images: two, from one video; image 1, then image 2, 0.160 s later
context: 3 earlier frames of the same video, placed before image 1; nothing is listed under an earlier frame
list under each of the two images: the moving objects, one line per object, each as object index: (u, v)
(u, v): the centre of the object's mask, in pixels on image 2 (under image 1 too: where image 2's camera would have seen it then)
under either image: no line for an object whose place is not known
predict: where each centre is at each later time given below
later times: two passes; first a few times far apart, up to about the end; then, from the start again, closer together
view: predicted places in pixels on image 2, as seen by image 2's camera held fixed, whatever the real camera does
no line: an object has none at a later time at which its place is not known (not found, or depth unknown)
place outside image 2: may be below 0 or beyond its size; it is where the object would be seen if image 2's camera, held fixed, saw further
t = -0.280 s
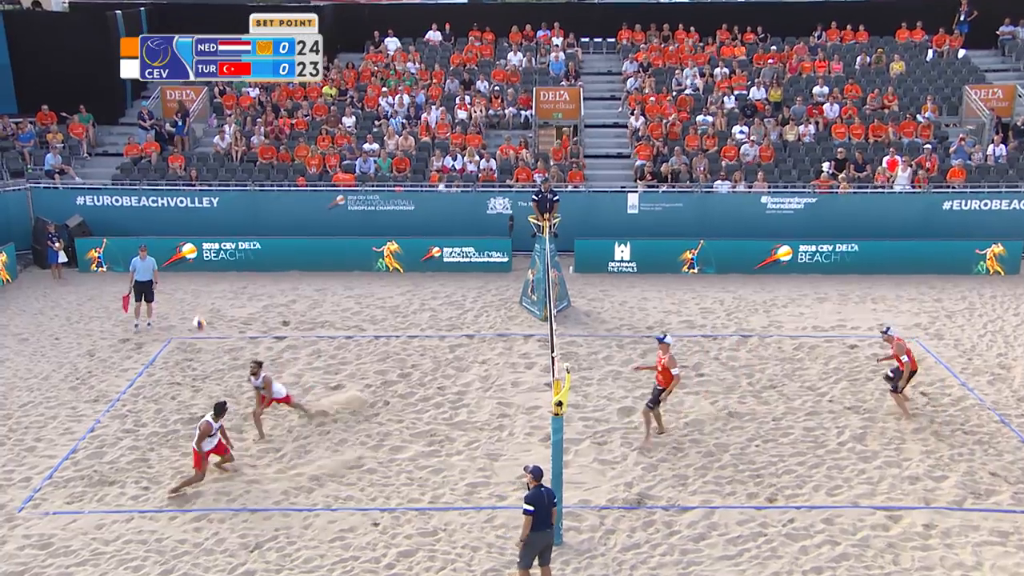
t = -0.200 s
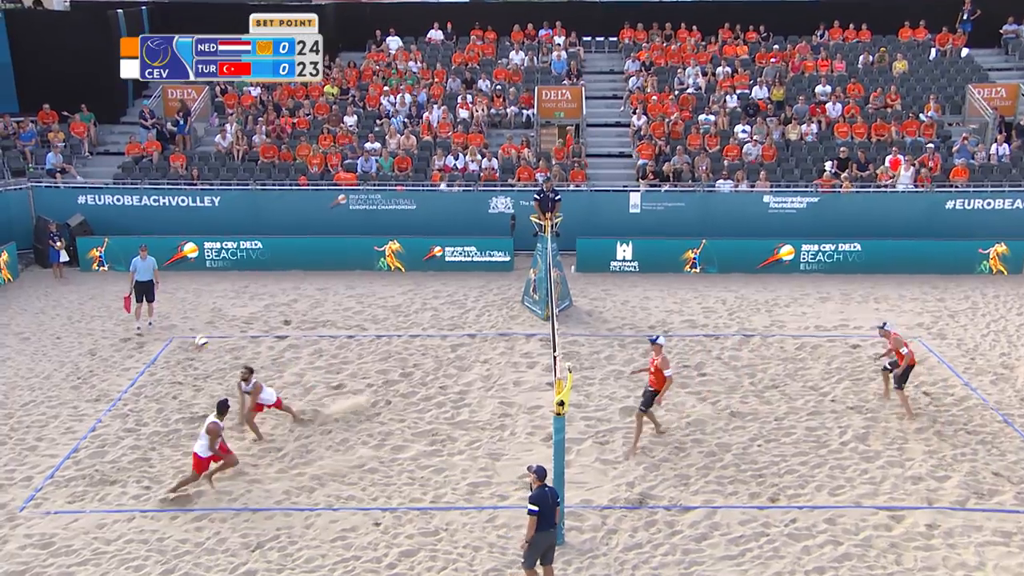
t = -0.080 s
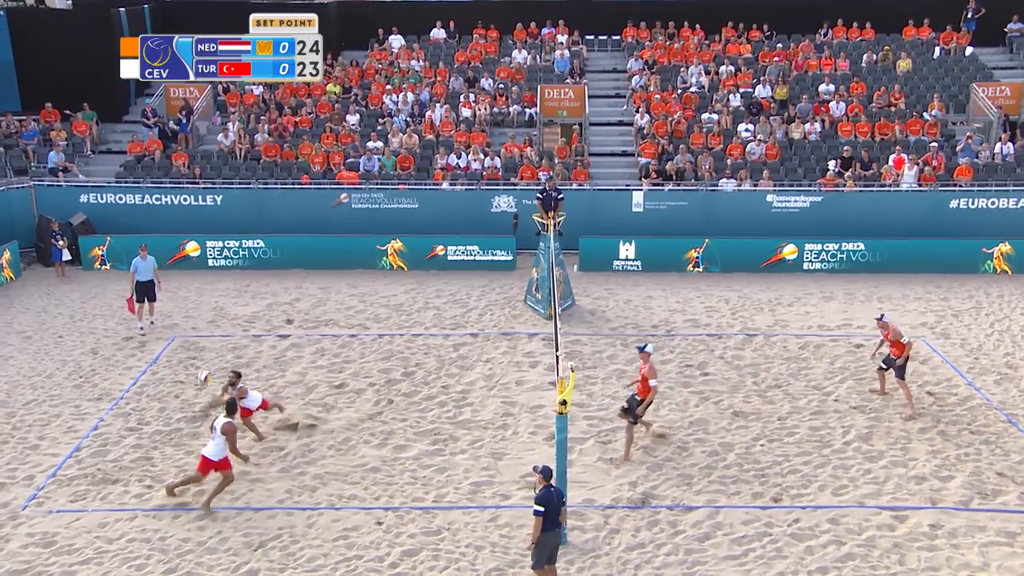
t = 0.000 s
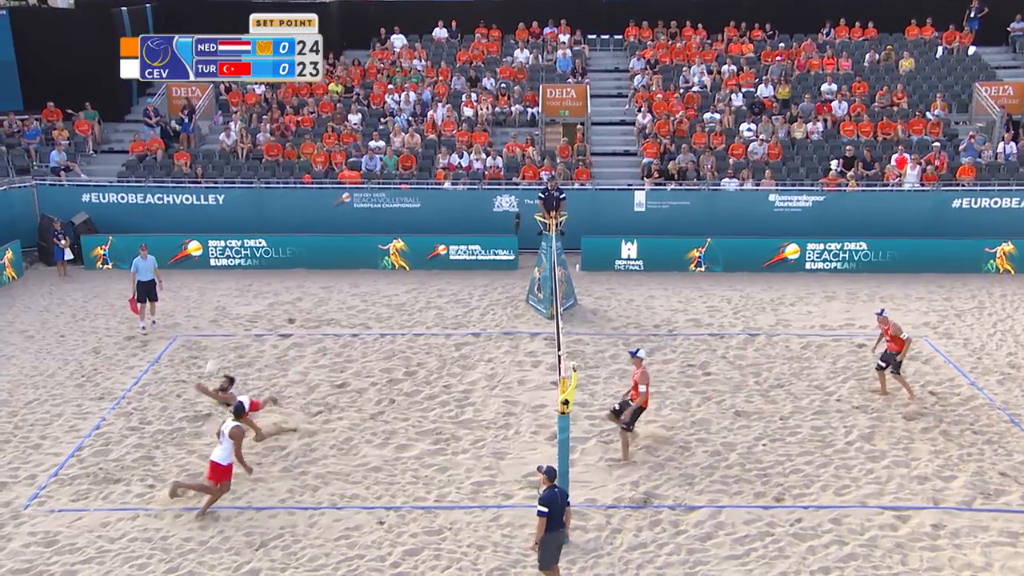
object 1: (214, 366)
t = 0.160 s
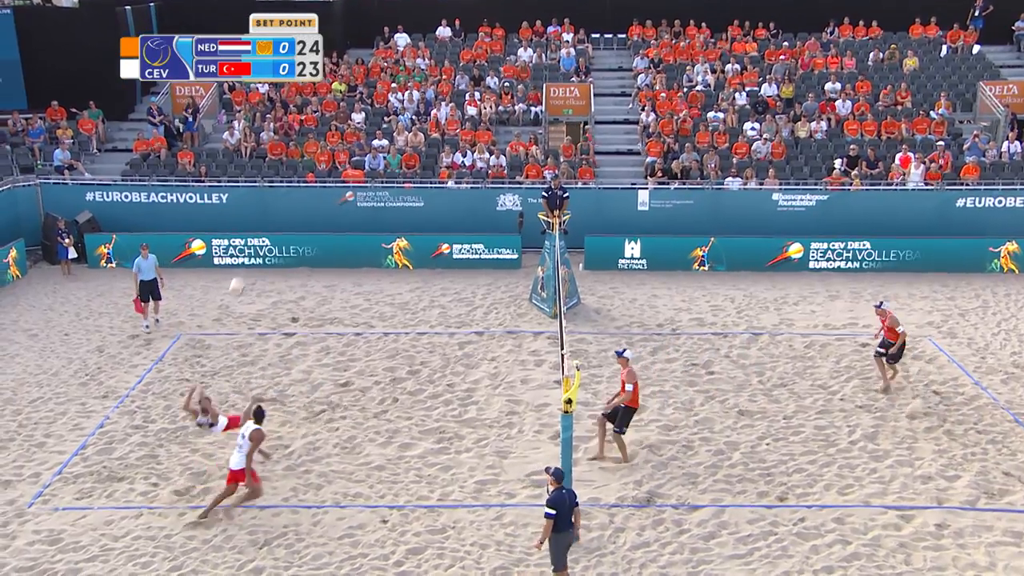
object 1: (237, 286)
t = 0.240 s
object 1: (248, 251)
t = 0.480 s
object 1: (289, 168)
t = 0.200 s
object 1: (242, 271)
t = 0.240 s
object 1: (248, 251)
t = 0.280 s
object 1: (255, 233)
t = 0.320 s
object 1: (261, 219)
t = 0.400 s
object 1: (274, 192)
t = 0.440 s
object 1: (281, 179)
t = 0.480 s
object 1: (289, 168)
